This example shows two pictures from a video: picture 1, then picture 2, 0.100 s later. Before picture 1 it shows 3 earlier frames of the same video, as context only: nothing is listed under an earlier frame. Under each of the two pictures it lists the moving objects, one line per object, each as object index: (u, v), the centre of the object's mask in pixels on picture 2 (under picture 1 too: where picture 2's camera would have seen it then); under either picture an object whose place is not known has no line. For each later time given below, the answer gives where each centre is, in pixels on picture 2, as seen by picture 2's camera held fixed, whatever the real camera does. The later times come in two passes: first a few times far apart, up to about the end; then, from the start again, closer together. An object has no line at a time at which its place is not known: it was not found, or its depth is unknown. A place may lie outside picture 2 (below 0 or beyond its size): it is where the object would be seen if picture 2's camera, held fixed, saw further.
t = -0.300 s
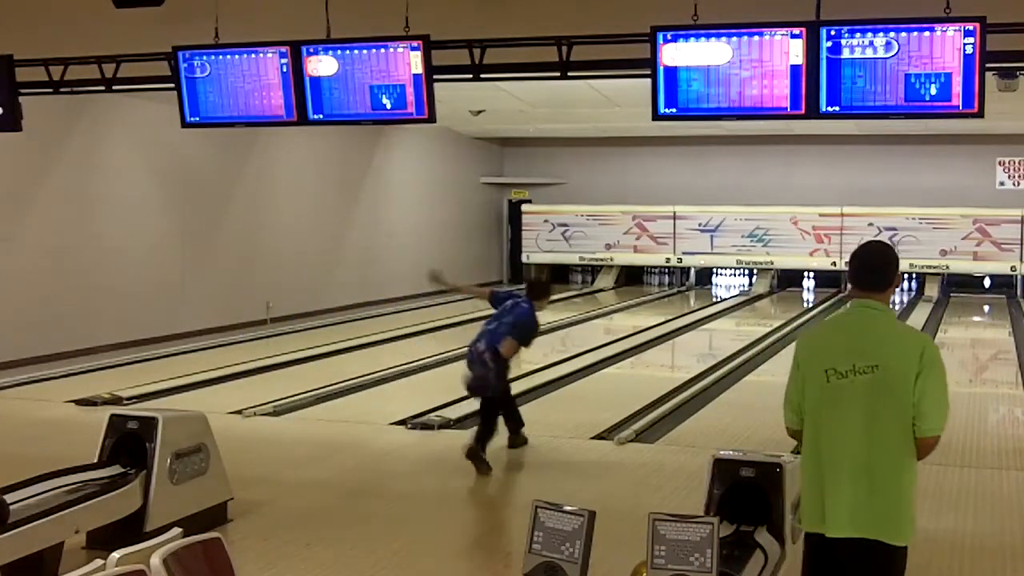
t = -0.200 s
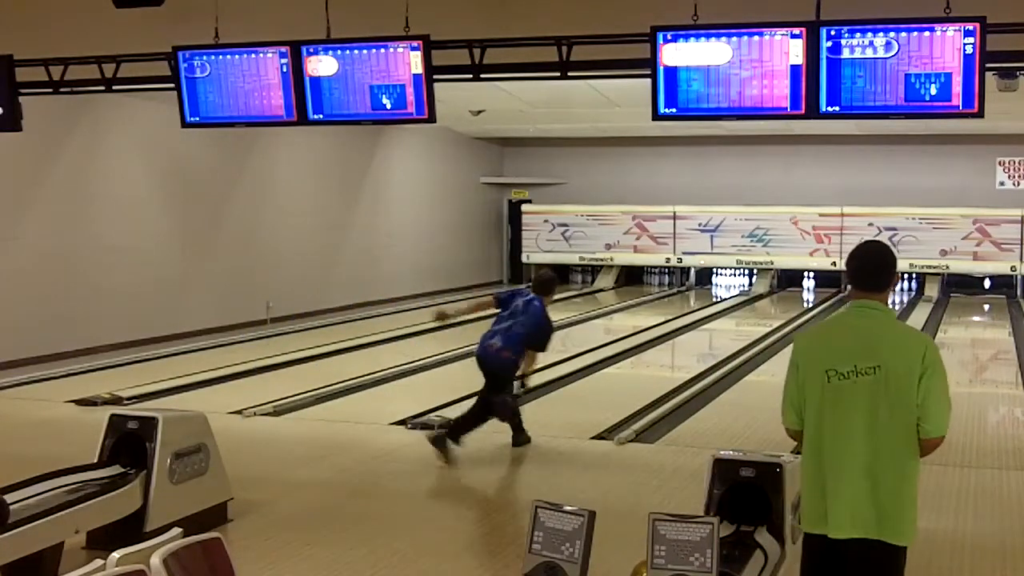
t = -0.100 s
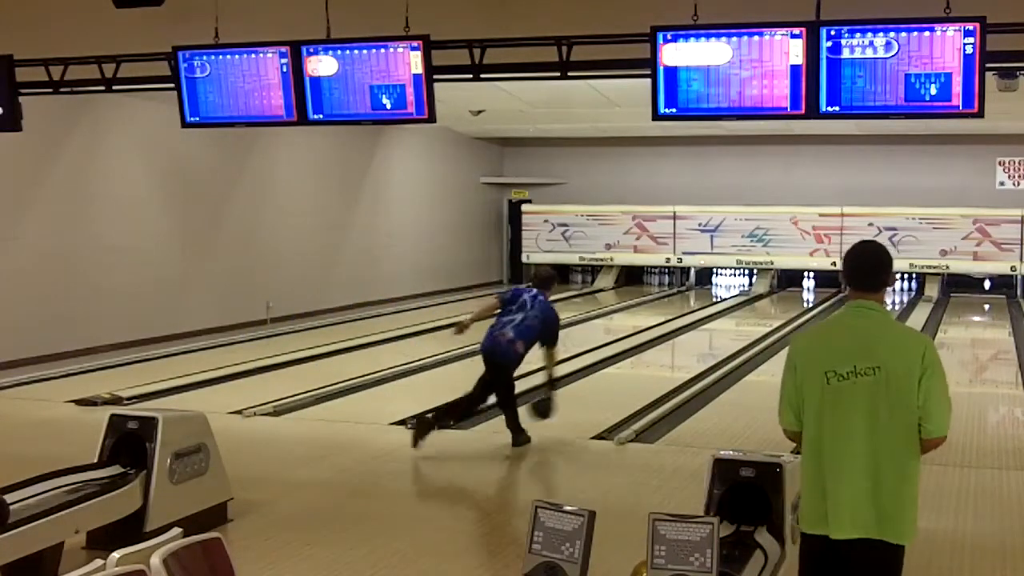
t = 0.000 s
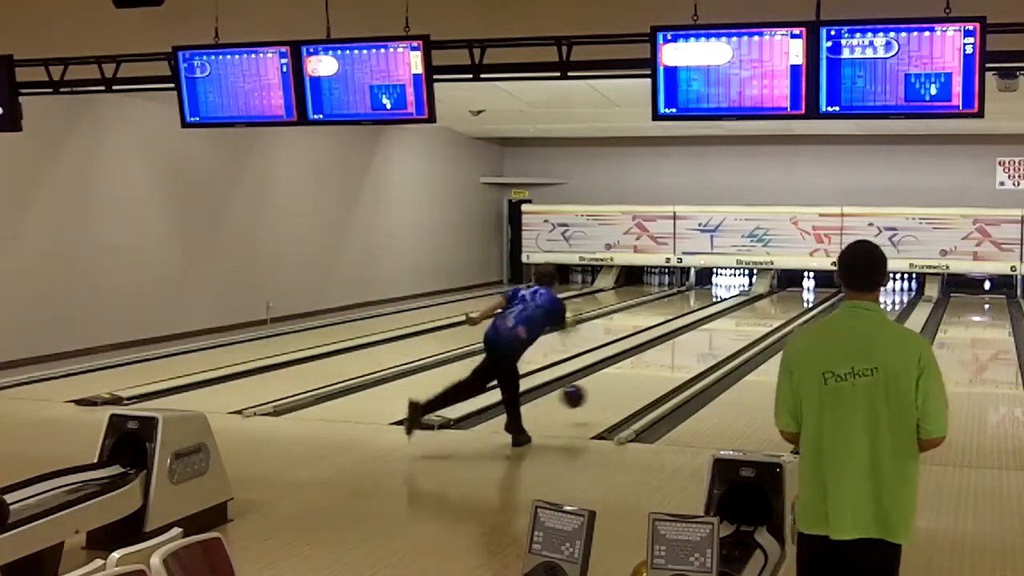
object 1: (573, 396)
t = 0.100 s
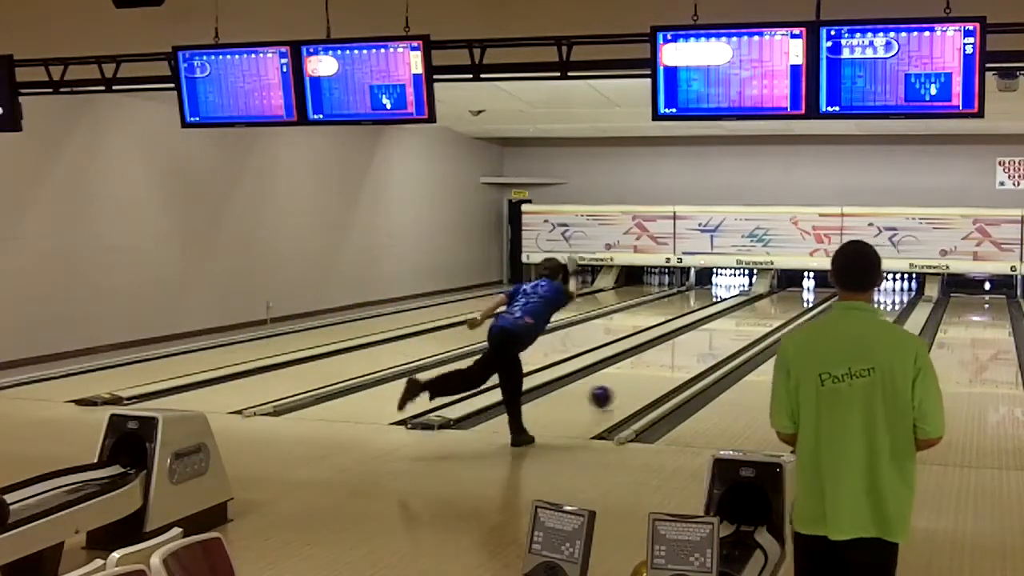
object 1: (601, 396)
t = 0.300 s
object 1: (646, 376)
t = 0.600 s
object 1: (698, 351)
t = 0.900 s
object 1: (736, 333)
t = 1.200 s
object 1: (764, 318)
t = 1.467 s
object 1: (782, 308)
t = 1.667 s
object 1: (793, 300)
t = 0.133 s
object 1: (609, 394)
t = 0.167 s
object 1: (617, 389)
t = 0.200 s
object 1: (625, 386)
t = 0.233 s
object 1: (633, 383)
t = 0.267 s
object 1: (640, 379)
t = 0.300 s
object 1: (646, 376)
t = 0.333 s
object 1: (653, 373)
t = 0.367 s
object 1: (660, 370)
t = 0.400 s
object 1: (665, 367)
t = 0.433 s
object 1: (672, 364)
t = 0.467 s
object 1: (677, 361)
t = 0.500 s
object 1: (683, 358)
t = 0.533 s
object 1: (688, 356)
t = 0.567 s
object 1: (693, 354)
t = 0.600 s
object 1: (698, 351)
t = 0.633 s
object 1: (703, 349)
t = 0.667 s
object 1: (708, 347)
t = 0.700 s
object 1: (712, 345)
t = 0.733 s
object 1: (716, 343)
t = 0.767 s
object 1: (720, 340)
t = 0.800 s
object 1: (724, 339)
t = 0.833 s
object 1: (729, 336)
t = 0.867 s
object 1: (732, 334)
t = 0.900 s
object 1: (736, 333)
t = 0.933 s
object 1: (739, 331)
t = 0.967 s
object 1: (743, 329)
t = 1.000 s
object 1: (746, 327)
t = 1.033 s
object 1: (749, 326)
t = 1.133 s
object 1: (758, 321)
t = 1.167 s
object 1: (761, 320)
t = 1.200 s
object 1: (764, 318)
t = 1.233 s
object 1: (766, 317)
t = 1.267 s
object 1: (769, 316)
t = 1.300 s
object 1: (771, 314)
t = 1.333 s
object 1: (774, 313)
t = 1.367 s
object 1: (776, 312)
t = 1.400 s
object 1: (778, 311)
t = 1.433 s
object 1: (780, 310)
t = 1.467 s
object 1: (782, 308)
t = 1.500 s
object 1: (784, 307)
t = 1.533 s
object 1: (786, 306)
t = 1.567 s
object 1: (788, 305)
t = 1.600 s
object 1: (789, 304)
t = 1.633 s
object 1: (791, 302)
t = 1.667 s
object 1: (793, 300)
